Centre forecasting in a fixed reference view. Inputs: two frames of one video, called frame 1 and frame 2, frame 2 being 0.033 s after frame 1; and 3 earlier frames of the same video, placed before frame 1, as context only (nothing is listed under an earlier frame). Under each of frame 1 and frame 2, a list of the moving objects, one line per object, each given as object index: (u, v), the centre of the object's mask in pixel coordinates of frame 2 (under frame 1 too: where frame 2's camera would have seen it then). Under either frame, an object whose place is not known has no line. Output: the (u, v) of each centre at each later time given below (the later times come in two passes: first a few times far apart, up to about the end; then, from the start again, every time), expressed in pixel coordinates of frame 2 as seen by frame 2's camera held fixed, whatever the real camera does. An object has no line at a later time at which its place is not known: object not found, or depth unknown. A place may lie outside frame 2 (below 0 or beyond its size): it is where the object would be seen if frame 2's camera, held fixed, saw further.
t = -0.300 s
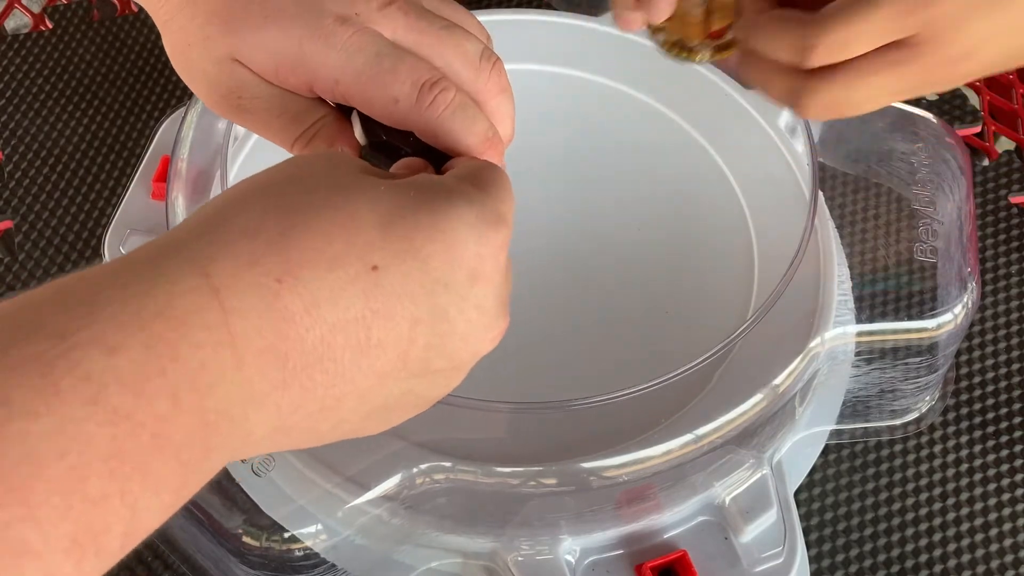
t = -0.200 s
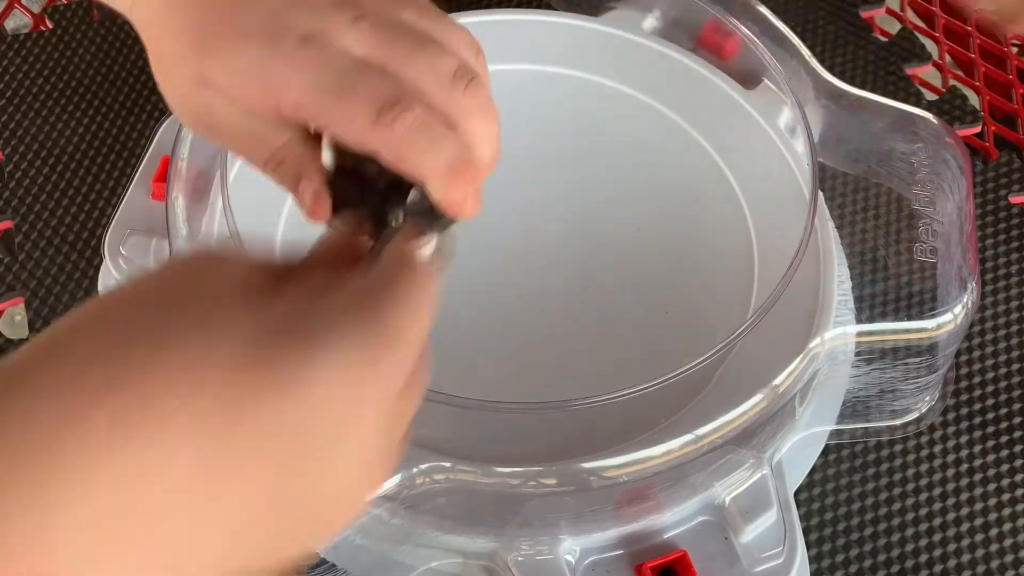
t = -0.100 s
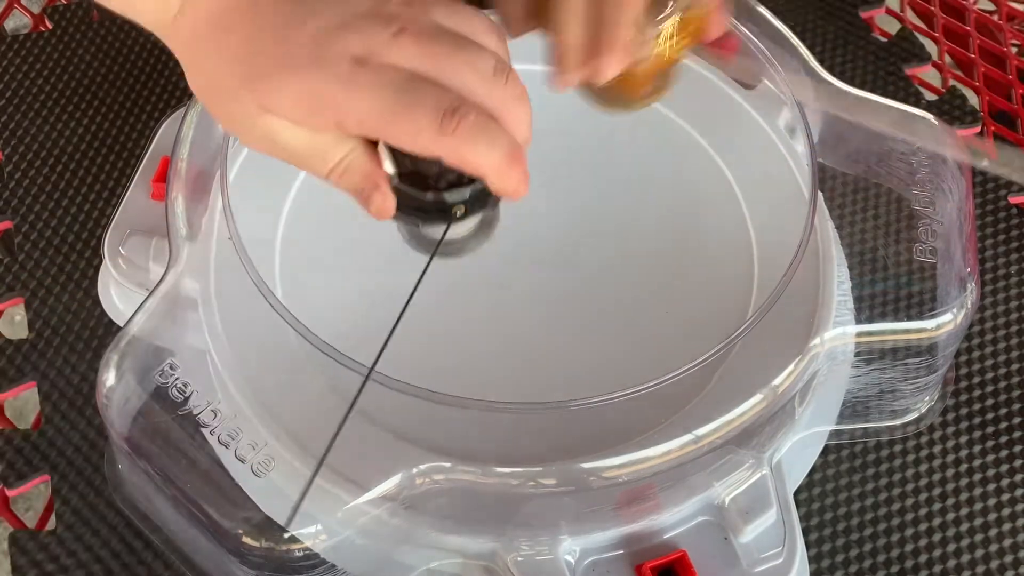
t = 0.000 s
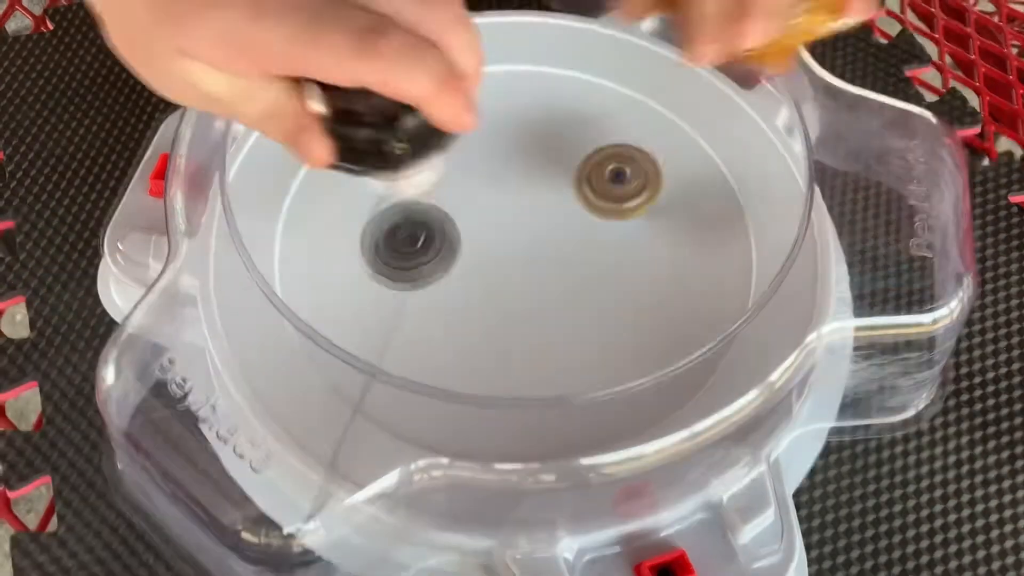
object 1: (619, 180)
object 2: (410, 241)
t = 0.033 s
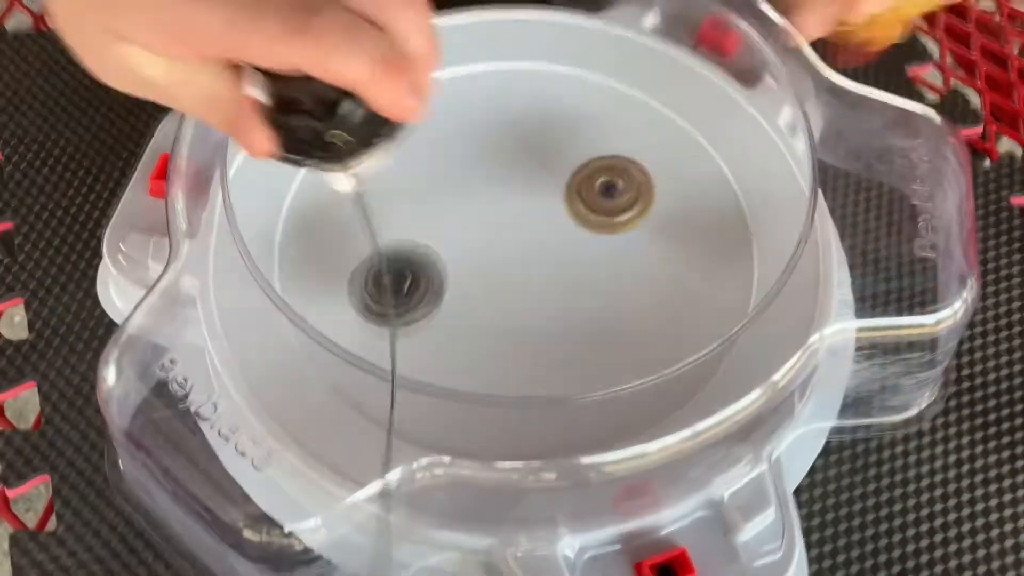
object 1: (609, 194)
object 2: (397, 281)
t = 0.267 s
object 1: (561, 299)
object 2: (394, 296)
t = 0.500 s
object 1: (755, 234)
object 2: (314, 251)
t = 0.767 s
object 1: (520, 149)
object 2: (521, 242)
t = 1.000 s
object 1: (311, 249)
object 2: (607, 236)
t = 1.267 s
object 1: (515, 437)
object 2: (472, 204)
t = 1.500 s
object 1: (740, 255)
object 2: (376, 267)
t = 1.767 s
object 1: (533, 127)
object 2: (536, 313)
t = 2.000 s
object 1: (309, 262)
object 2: (615, 188)
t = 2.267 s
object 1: (411, 457)
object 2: (471, 122)
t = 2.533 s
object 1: (566, 275)
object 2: (383, 244)
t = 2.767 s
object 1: (552, 145)
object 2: (543, 313)
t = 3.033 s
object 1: (360, 185)
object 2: (636, 187)
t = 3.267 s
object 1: (368, 330)
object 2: (505, 115)
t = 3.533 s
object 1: (596, 304)
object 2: (421, 242)
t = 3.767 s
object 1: (567, 144)
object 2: (554, 334)
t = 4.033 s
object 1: (392, 132)
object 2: (654, 222)
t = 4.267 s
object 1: (346, 270)
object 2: (514, 156)
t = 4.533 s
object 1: (596, 310)
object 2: (420, 281)
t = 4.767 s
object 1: (629, 177)
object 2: (532, 329)
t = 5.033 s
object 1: (481, 110)
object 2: (589, 241)
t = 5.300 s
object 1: (413, 239)
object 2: (505, 200)
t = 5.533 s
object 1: (503, 327)
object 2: (511, 234)
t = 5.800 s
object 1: (643, 261)
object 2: (515, 264)
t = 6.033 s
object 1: (596, 177)
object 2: (514, 256)
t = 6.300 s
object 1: (489, 190)
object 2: (503, 264)
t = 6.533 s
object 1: (454, 237)
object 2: (535, 298)
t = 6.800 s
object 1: (497, 302)
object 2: (588, 247)
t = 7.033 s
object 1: (562, 287)
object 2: (578, 198)
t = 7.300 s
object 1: (526, 281)
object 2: (478, 152)
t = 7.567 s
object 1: (520, 281)
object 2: (443, 232)
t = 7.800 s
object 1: (573, 278)
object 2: (434, 230)
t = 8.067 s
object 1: (605, 257)
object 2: (394, 215)
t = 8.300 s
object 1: (563, 251)
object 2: (426, 231)
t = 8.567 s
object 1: (605, 250)
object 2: (399, 209)
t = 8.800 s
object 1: (564, 215)
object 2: (469, 240)
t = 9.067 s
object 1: (587, 233)
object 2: (485, 258)
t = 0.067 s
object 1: (597, 219)
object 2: (392, 291)
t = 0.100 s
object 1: (583, 238)
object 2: (390, 296)
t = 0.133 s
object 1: (567, 255)
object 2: (394, 296)
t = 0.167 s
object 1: (551, 268)
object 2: (402, 299)
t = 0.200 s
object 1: (535, 283)
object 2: (415, 300)
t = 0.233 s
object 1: (522, 293)
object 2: (431, 304)
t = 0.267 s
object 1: (561, 299)
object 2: (394, 296)
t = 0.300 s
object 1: (608, 299)
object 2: (355, 292)
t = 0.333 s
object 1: (653, 301)
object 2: (324, 284)
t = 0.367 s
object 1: (696, 296)
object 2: (300, 276)
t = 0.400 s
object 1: (727, 283)
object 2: (295, 264)
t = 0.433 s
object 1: (750, 266)
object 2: (295, 259)
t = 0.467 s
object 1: (756, 251)
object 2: (302, 255)
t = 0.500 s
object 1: (755, 234)
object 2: (314, 251)
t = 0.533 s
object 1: (747, 220)
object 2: (336, 246)
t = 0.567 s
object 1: (728, 204)
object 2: (357, 244)
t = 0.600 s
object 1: (703, 188)
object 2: (384, 242)
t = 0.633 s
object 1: (672, 174)
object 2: (413, 241)
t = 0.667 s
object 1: (637, 161)
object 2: (442, 240)
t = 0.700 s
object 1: (599, 153)
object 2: (468, 239)
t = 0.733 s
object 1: (559, 149)
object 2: (497, 241)
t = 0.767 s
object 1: (520, 149)
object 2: (521, 242)
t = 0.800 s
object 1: (480, 153)
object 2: (544, 242)
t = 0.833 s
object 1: (445, 158)
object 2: (564, 242)
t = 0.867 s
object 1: (411, 166)
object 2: (581, 243)
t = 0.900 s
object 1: (379, 183)
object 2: (594, 242)
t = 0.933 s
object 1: (352, 201)
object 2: (602, 241)
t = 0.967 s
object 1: (328, 224)
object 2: (607, 239)
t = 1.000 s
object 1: (311, 249)
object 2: (607, 236)
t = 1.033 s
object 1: (305, 273)
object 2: (601, 232)
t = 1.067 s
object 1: (297, 308)
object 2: (591, 227)
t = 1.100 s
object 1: (314, 332)
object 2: (578, 222)
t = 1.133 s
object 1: (338, 362)
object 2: (559, 216)
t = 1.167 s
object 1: (372, 386)
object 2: (540, 212)
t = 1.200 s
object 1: (414, 408)
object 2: (519, 208)
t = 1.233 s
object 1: (460, 431)
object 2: (495, 206)
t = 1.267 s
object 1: (515, 437)
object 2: (472, 204)
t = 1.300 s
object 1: (571, 434)
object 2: (450, 206)
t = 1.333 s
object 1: (623, 409)
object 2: (429, 211)
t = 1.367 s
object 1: (669, 383)
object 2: (411, 218)
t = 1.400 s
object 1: (702, 351)
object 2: (396, 227)
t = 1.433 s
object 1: (723, 318)
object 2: (384, 239)
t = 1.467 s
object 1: (732, 282)
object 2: (377, 252)
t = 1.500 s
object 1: (740, 255)
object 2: (376, 267)
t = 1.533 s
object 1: (735, 226)
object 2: (380, 282)
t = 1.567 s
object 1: (721, 201)
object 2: (392, 296)
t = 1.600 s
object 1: (701, 178)
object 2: (409, 312)
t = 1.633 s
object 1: (674, 159)
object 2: (432, 319)
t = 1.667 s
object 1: (643, 144)
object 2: (457, 325)
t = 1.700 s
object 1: (608, 134)
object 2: (483, 325)
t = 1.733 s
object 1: (570, 128)
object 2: (509, 323)
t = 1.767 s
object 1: (533, 127)
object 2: (536, 313)
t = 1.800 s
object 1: (495, 131)
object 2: (559, 300)
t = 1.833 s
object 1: (459, 139)
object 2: (579, 283)
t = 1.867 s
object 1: (423, 153)
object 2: (596, 266)
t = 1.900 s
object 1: (389, 173)
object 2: (608, 246)
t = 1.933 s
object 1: (358, 198)
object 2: (616, 227)
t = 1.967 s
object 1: (330, 228)
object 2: (618, 207)
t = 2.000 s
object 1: (309, 262)
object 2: (615, 188)
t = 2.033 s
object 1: (294, 302)
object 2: (608, 172)
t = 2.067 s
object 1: (296, 338)
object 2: (597, 157)
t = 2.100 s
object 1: (301, 382)
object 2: (582, 144)
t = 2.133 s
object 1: (318, 415)
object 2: (563, 134)
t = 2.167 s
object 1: (341, 447)
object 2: (543, 126)
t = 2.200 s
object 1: (371, 472)
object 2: (519, 122)
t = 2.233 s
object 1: (395, 475)
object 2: (495, 120)
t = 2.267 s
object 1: (411, 457)
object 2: (471, 122)
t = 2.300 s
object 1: (429, 439)
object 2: (447, 128)
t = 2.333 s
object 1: (447, 428)
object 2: (426, 138)
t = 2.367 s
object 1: (471, 407)
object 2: (408, 151)
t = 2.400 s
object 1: (493, 377)
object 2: (393, 166)
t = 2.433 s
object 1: (514, 354)
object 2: (382, 185)
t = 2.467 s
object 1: (534, 329)
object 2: (377, 205)
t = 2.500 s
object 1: (552, 302)
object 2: (377, 224)
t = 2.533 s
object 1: (566, 275)
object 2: (383, 244)
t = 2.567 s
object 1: (577, 249)
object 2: (394, 263)
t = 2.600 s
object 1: (583, 225)
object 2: (411, 281)
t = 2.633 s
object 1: (584, 203)
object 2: (433, 295)
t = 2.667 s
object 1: (582, 184)
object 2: (459, 308)
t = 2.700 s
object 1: (577, 167)
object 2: (486, 312)
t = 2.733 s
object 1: (566, 154)
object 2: (515, 315)
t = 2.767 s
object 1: (552, 145)
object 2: (543, 313)
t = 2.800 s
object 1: (533, 138)
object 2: (569, 307)
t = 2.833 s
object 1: (511, 135)
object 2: (592, 294)
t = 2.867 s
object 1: (486, 135)
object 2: (611, 284)
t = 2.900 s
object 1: (459, 139)
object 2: (625, 269)
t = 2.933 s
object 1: (432, 146)
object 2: (635, 250)
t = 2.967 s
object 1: (406, 156)
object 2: (641, 229)
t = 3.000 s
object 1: (380, 169)
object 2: (641, 207)
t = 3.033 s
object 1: (360, 185)
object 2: (636, 187)
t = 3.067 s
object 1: (343, 202)
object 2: (626, 168)
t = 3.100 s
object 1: (332, 223)
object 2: (613, 149)
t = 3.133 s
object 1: (326, 244)
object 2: (598, 132)
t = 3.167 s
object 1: (326, 268)
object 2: (575, 120)
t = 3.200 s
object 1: (333, 291)
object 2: (551, 114)
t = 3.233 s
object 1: (348, 312)
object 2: (527, 113)
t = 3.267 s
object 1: (368, 330)
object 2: (505, 115)
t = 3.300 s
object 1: (390, 354)
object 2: (484, 119)
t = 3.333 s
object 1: (419, 365)
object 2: (465, 128)
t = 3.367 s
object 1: (453, 370)
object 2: (447, 141)
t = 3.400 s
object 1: (487, 366)
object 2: (435, 157)
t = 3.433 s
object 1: (521, 361)
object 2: (426, 176)
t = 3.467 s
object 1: (551, 348)
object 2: (421, 195)
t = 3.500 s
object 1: (576, 327)
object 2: (419, 219)
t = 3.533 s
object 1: (596, 304)
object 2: (421, 242)
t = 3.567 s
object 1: (608, 279)
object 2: (427, 265)
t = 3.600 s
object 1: (615, 253)
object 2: (439, 284)
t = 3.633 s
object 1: (615, 227)
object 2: (456, 301)
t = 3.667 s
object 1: (609, 204)
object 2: (477, 316)
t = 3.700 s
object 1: (599, 181)
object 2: (501, 325)
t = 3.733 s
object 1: (585, 160)
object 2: (528, 332)
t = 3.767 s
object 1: (567, 144)
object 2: (554, 334)
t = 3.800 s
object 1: (546, 131)
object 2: (582, 332)
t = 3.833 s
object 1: (526, 123)
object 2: (604, 324)
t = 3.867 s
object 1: (505, 119)
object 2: (628, 314)
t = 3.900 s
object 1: (483, 116)
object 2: (645, 297)
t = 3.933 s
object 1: (460, 117)
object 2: (655, 281)
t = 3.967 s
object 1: (438, 120)
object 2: (661, 261)
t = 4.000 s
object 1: (415, 125)
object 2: (661, 241)
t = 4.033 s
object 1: (392, 132)
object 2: (654, 222)
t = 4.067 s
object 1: (370, 143)
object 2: (644, 205)
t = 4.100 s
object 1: (352, 157)
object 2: (626, 188)
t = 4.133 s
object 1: (338, 176)
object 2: (606, 175)
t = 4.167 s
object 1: (329, 198)
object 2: (586, 166)
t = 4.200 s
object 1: (327, 220)
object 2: (560, 159)
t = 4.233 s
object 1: (333, 245)
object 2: (537, 157)
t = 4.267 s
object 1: (346, 270)
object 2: (514, 156)
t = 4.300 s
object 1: (367, 293)
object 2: (490, 166)
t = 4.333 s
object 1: (394, 313)
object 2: (470, 175)
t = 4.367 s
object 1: (428, 327)
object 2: (452, 188)
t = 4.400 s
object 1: (463, 336)
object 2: (437, 204)
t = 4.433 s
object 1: (500, 338)
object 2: (426, 222)
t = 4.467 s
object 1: (536, 333)
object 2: (420, 242)
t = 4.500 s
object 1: (567, 323)
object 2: (416, 262)
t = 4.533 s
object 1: (596, 310)
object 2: (420, 281)
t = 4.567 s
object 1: (617, 294)
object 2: (426, 298)
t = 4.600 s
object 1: (634, 274)
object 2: (437, 313)
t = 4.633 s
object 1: (642, 253)
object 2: (451, 320)
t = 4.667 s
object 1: (646, 234)
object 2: (469, 330)
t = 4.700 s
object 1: (645, 215)
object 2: (490, 332)
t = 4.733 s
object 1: (638, 197)
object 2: (511, 334)
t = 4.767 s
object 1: (629, 177)
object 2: (532, 329)
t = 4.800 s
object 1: (617, 160)
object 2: (552, 322)
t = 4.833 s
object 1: (602, 144)
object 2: (567, 313)
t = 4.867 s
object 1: (584, 132)
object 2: (582, 301)
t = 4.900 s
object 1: (565, 122)
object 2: (591, 289)
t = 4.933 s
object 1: (544, 114)
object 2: (597, 279)
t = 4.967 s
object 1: (523, 109)
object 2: (598, 264)
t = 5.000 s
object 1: (502, 107)
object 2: (597, 252)
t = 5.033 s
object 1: (481, 110)
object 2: (589, 241)
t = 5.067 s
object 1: (462, 117)
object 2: (582, 231)
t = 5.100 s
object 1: (446, 128)
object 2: (569, 224)
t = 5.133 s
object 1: (433, 142)
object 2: (559, 214)
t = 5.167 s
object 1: (421, 159)
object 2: (544, 208)
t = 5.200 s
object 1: (415, 176)
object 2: (532, 203)
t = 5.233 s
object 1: (413, 197)
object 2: (518, 200)
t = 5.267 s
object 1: (415, 218)
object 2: (507, 199)
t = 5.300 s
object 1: (413, 239)
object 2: (505, 200)
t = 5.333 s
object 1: (413, 258)
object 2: (507, 200)
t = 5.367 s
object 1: (419, 277)
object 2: (507, 205)
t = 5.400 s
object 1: (428, 292)
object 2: (508, 209)
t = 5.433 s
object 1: (442, 306)
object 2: (508, 215)
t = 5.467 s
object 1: (458, 315)
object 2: (509, 221)
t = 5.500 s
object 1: (479, 323)
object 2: (510, 228)
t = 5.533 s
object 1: (503, 327)
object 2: (511, 234)
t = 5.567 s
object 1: (526, 328)
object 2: (512, 241)
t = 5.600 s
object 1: (548, 327)
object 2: (513, 246)
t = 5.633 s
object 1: (571, 322)
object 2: (514, 251)
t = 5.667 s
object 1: (593, 315)
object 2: (515, 256)
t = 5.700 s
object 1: (611, 304)
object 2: (516, 259)
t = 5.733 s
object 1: (626, 291)
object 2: (515, 262)
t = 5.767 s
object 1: (637, 277)
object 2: (516, 264)
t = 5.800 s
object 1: (643, 261)
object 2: (515, 264)
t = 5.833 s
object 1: (646, 245)
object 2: (515, 265)
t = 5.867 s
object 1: (645, 230)
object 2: (515, 265)
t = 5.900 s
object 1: (640, 215)
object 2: (514, 264)
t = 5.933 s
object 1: (633, 202)
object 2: (515, 262)
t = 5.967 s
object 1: (622, 191)
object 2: (514, 260)
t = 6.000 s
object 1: (610, 183)
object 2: (513, 258)
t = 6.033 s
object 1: (596, 177)
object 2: (514, 256)
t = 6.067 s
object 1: (582, 173)
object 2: (514, 253)
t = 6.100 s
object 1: (566, 172)
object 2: (513, 250)
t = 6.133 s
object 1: (551, 173)
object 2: (514, 247)
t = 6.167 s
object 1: (536, 177)
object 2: (513, 244)
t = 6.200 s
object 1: (524, 175)
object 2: (511, 252)
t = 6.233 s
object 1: (512, 178)
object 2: (507, 255)
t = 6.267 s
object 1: (501, 183)
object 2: (504, 260)
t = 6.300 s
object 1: (489, 190)
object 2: (503, 264)
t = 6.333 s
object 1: (478, 200)
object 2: (501, 268)
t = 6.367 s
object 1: (468, 204)
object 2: (504, 279)
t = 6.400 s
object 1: (462, 209)
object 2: (509, 288)
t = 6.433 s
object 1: (458, 215)
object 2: (514, 296)
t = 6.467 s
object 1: (455, 222)
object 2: (520, 299)
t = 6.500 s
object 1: (454, 230)
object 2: (528, 300)
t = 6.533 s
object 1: (454, 237)
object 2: (535, 298)
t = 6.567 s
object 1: (454, 246)
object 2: (543, 293)
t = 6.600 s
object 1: (456, 255)
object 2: (551, 286)
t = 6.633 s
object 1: (461, 264)
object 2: (557, 281)
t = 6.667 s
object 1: (468, 273)
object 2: (561, 274)
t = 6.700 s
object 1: (470, 280)
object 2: (571, 265)
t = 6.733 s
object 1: (476, 287)
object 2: (580, 259)
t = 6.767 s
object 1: (485, 295)
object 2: (585, 253)
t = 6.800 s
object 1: (497, 302)
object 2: (588, 247)
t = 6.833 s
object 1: (511, 306)
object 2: (589, 242)
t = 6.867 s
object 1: (527, 306)
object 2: (588, 238)
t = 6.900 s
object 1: (538, 306)
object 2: (588, 232)
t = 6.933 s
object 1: (547, 303)
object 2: (587, 222)
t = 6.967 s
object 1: (556, 297)
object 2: (586, 216)
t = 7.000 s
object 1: (561, 293)
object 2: (583, 207)
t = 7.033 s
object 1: (562, 287)
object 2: (578, 198)
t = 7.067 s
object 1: (563, 279)
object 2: (568, 189)
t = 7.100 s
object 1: (560, 271)
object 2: (557, 184)
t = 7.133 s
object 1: (554, 265)
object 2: (547, 181)
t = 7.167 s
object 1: (548, 267)
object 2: (533, 172)
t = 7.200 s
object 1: (541, 272)
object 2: (519, 162)
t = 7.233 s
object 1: (536, 276)
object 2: (504, 159)
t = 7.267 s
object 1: (530, 279)
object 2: (490, 152)
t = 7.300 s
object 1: (526, 281)
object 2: (478, 152)
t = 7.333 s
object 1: (523, 282)
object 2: (467, 156)
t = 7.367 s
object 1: (520, 283)
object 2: (459, 163)
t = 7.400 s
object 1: (519, 283)
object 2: (448, 177)
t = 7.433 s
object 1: (518, 283)
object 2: (442, 187)
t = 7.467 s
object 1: (518, 282)
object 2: (438, 194)
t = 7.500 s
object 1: (518, 282)
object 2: (439, 205)
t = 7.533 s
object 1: (519, 281)
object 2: (441, 222)
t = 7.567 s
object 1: (520, 281)
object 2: (443, 232)
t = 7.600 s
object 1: (535, 291)
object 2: (434, 231)
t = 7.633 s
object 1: (550, 299)
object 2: (426, 227)
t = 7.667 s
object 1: (559, 303)
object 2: (422, 225)
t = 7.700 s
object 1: (564, 302)
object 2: (421, 223)
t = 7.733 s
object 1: (569, 297)
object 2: (422, 224)
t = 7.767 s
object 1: (573, 289)
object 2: (427, 227)
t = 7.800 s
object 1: (573, 278)
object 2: (434, 230)
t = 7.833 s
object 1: (569, 268)
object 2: (442, 233)
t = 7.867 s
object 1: (562, 259)
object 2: (451, 236)
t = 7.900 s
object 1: (553, 253)
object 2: (460, 239)
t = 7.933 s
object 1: (569, 255)
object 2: (443, 233)
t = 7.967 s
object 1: (586, 257)
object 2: (425, 226)
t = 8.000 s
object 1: (597, 257)
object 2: (410, 220)
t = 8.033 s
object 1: (603, 257)
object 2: (400, 217)
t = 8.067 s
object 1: (605, 257)
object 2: (394, 215)
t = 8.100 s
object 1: (604, 256)
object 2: (392, 214)
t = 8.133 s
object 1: (600, 256)
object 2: (391, 212)
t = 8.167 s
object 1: (594, 255)
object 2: (394, 213)
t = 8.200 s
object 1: (588, 254)
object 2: (399, 217)
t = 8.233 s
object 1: (581, 254)
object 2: (406, 221)
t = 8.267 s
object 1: (572, 253)
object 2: (416, 228)
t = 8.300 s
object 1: (563, 251)
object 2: (426, 231)
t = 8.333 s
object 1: (554, 250)
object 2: (436, 234)
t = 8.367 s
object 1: (545, 248)
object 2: (448, 235)
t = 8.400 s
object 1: (557, 251)
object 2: (439, 226)
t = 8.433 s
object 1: (576, 256)
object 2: (424, 218)
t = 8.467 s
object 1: (590, 258)
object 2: (412, 217)
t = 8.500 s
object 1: (599, 257)
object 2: (402, 210)
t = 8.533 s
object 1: (604, 255)
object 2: (398, 211)
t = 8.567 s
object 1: (605, 250)
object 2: (399, 209)
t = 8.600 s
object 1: (604, 245)
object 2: (406, 210)
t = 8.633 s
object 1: (601, 240)
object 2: (410, 212)
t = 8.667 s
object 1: (595, 233)
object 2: (421, 215)
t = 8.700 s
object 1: (587, 226)
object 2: (431, 220)
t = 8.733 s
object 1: (579, 221)
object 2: (443, 225)
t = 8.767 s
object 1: (571, 217)
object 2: (456, 231)
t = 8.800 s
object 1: (564, 215)
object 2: (469, 240)
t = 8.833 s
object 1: (567, 214)
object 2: (475, 245)
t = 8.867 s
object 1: (577, 215)
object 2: (472, 245)
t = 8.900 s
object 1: (583, 216)
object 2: (471, 252)
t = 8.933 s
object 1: (586, 219)
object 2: (471, 253)
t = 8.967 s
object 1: (587, 222)
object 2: (476, 257)
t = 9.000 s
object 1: (585, 227)
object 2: (483, 259)
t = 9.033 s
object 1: (581, 232)
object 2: (492, 259)
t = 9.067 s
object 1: (587, 233)
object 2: (485, 258)
